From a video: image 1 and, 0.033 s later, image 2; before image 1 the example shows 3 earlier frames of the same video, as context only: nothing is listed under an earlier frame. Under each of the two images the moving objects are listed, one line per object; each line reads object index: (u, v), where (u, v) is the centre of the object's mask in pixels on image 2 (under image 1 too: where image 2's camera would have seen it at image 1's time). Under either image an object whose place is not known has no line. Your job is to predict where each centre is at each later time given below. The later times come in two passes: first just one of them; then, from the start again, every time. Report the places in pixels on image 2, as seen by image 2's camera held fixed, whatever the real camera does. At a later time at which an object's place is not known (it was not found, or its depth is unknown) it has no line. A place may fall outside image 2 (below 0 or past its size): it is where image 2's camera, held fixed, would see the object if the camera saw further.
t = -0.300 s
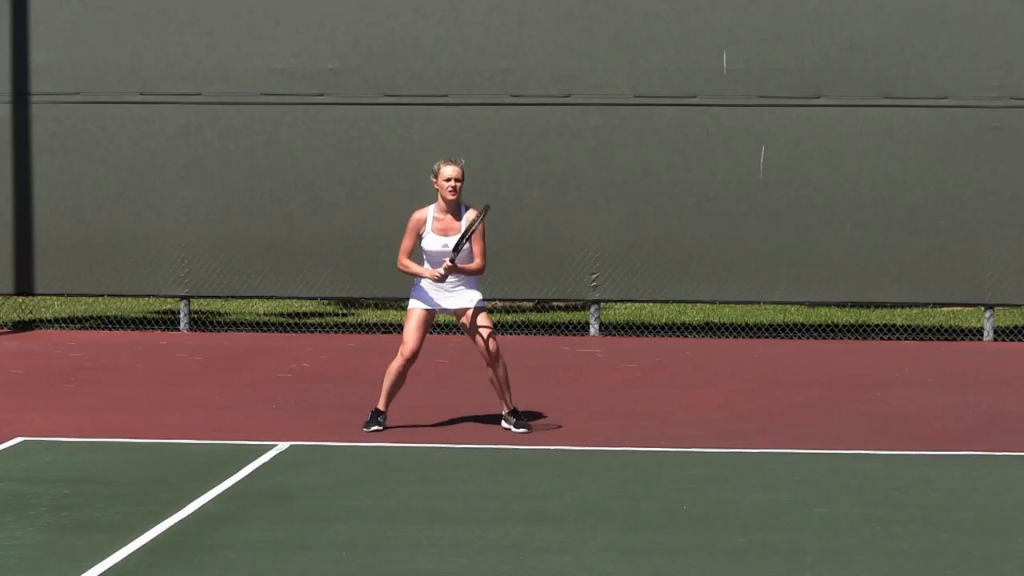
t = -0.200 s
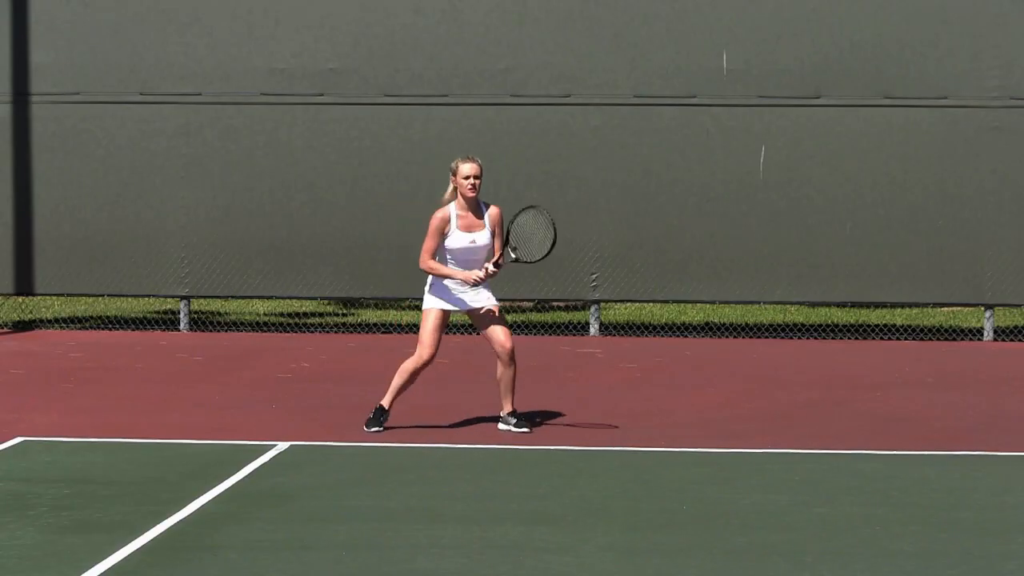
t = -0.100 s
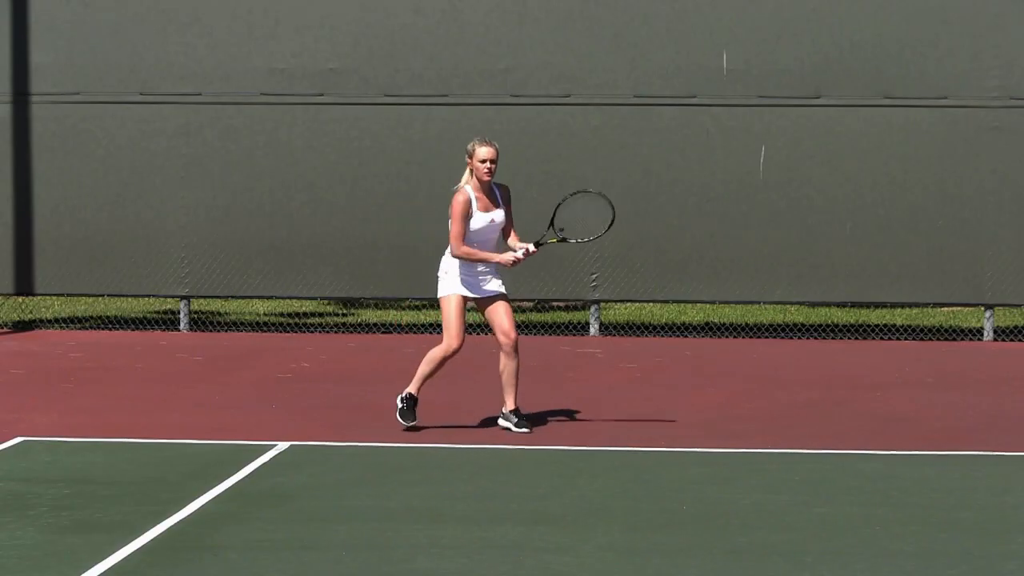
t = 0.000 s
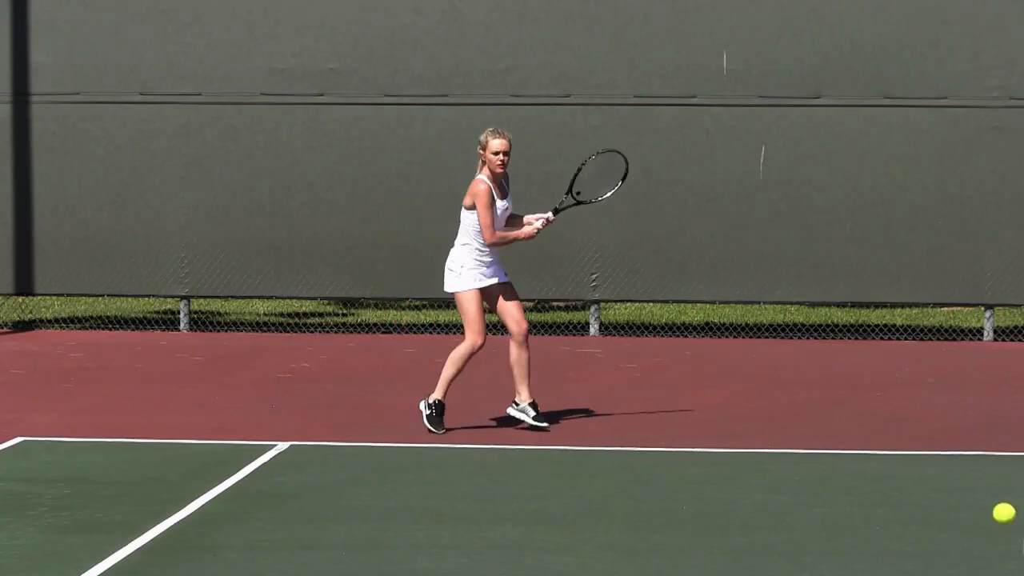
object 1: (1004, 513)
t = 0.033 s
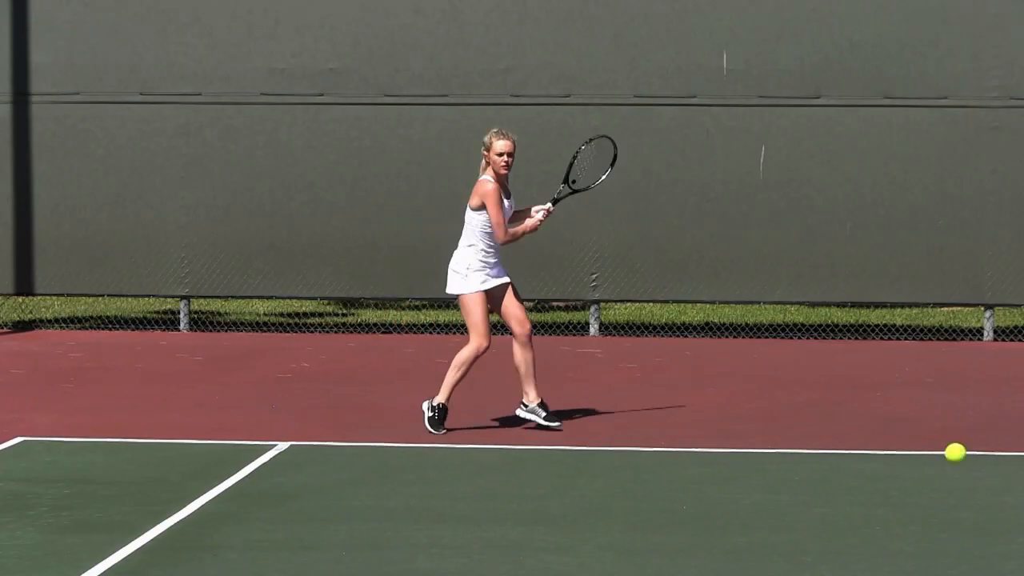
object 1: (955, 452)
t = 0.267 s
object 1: (730, 249)
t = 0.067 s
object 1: (912, 402)
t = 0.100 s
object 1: (873, 361)
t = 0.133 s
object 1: (838, 327)
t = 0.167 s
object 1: (807, 299)
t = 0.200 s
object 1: (778, 278)
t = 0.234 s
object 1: (753, 261)
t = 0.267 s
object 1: (730, 249)
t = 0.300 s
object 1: (709, 241)
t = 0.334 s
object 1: (689, 236)
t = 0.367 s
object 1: (671, 234)
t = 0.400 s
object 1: (655, 235)
